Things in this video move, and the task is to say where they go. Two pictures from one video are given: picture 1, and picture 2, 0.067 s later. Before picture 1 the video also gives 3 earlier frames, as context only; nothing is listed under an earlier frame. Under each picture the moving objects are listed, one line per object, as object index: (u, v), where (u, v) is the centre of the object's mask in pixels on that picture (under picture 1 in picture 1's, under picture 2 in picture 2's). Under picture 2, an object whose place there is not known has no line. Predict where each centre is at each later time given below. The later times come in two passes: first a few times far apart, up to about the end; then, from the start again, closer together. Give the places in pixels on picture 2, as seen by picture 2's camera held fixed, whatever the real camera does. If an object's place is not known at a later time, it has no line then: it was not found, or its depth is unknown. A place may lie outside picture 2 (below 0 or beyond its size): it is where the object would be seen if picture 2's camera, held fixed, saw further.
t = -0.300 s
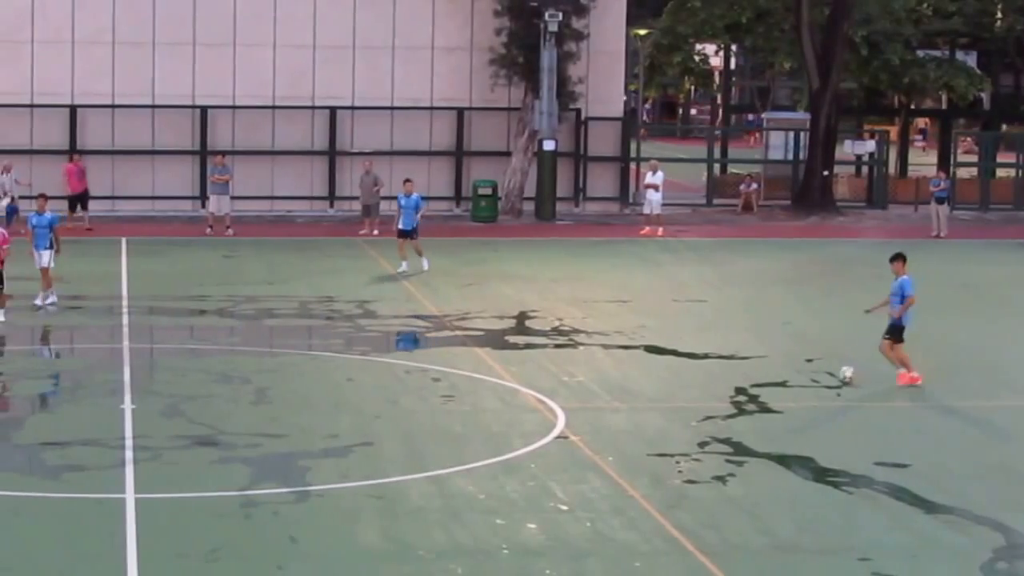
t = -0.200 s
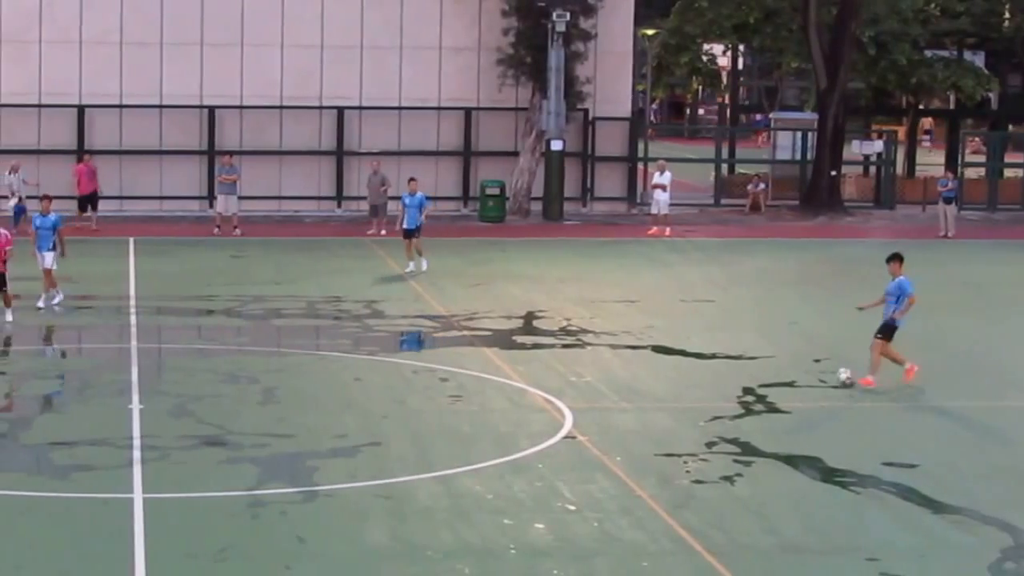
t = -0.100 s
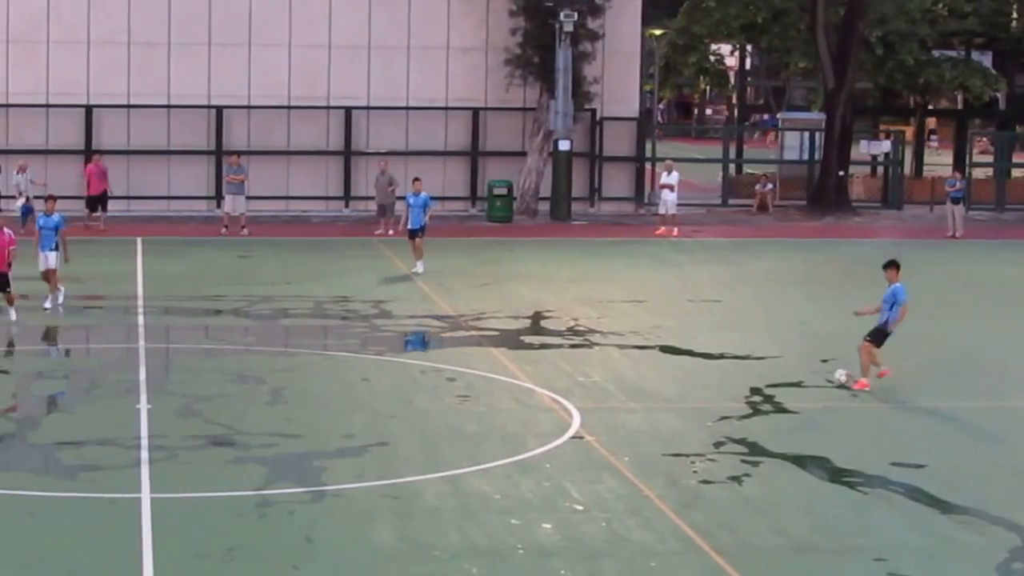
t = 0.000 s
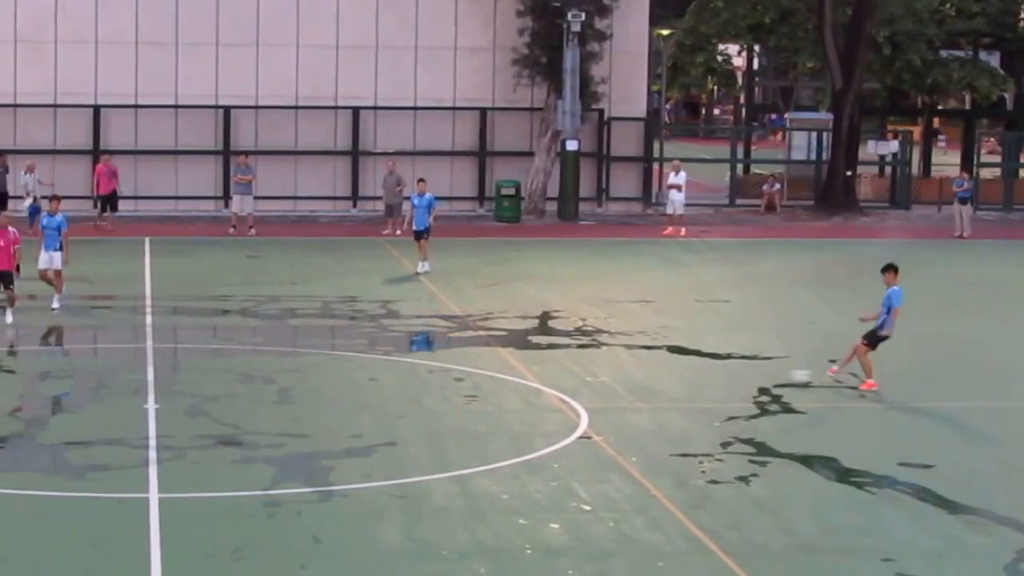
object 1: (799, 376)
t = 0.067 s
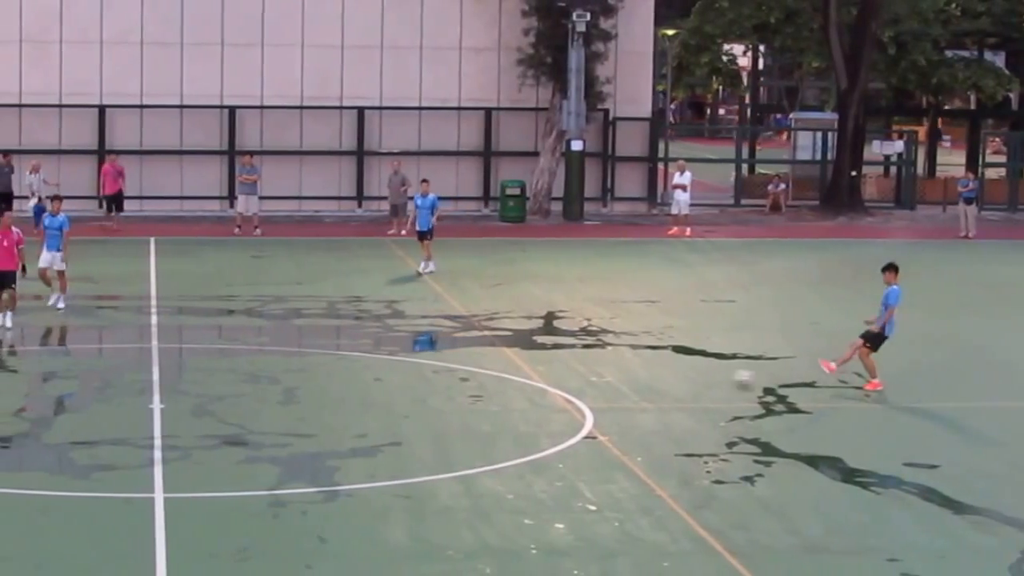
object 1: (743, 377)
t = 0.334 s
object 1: (519, 377)
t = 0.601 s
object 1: (340, 373)
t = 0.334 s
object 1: (519, 377)
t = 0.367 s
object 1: (492, 376)
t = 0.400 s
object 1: (467, 374)
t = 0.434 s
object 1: (445, 375)
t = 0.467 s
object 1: (421, 376)
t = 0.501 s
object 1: (400, 376)
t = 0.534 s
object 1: (380, 373)
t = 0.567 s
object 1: (360, 373)
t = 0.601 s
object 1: (340, 373)
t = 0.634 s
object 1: (320, 374)
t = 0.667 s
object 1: (301, 377)
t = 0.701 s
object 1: (281, 377)
